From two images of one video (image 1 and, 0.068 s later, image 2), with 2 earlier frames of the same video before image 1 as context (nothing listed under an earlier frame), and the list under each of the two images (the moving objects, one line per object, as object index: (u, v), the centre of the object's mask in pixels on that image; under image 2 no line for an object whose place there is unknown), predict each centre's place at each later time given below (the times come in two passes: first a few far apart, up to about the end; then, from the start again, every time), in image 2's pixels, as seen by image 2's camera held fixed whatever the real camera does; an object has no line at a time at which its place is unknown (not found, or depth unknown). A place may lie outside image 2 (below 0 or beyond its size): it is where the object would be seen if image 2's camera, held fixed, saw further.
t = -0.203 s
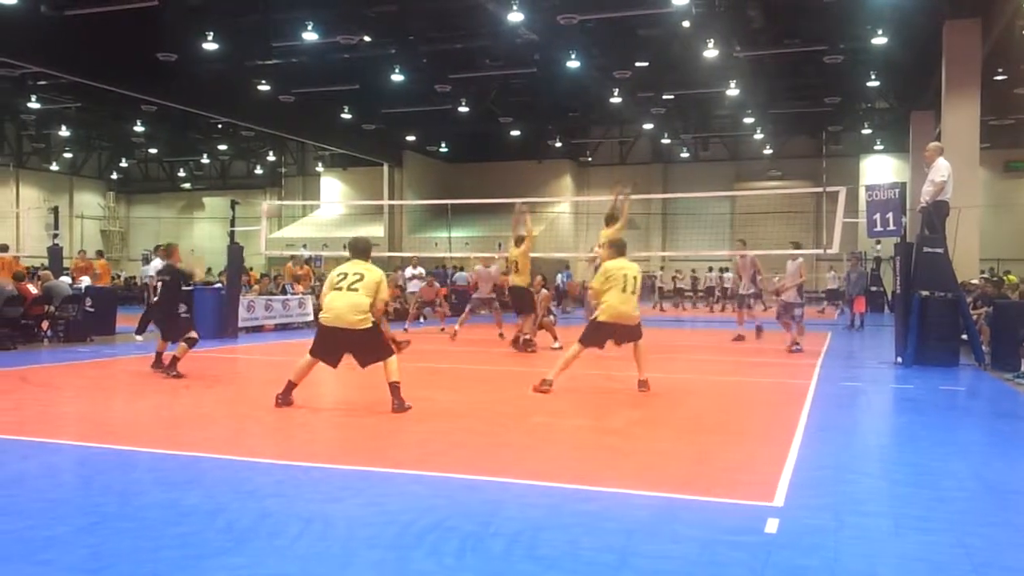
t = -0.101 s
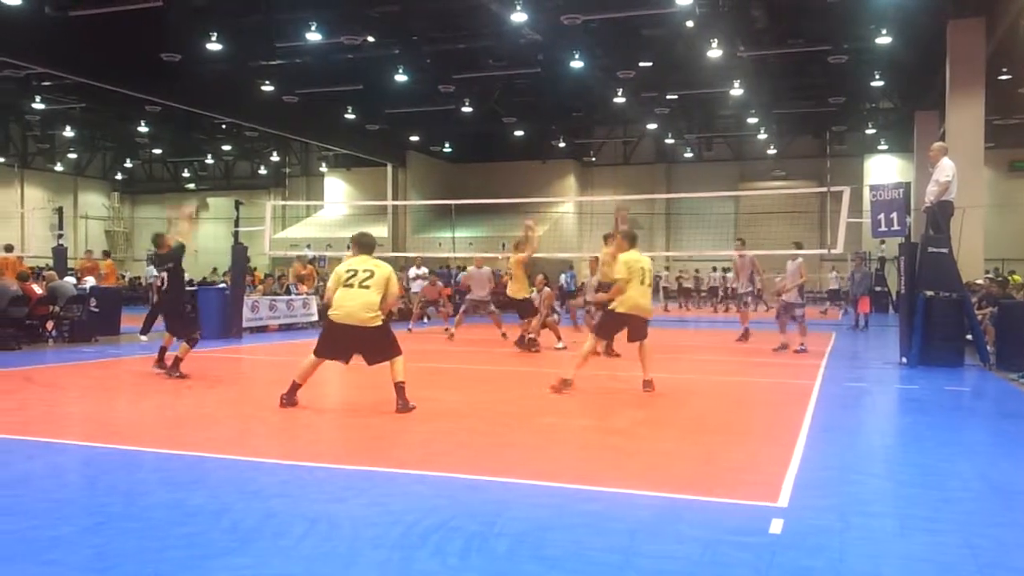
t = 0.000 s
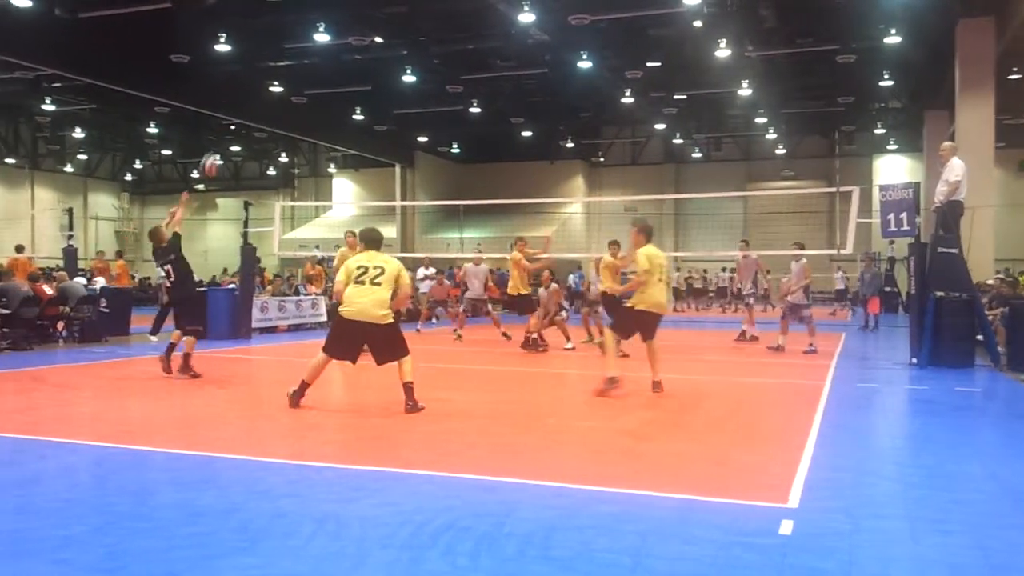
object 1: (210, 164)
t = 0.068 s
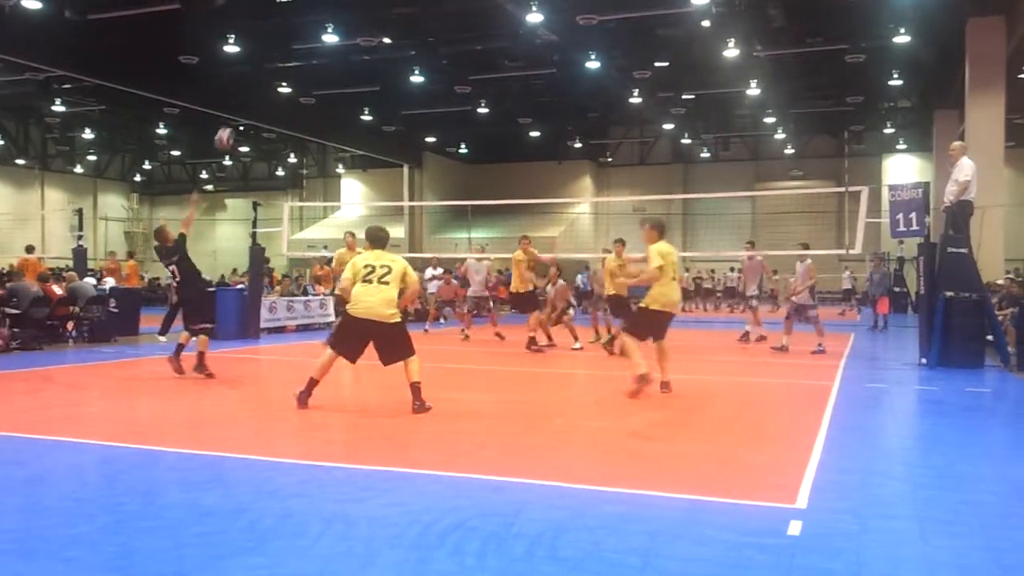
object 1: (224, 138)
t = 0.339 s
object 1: (248, 74)
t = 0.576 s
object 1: (268, 66)
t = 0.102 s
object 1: (228, 127)
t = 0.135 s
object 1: (231, 116)
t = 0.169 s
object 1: (233, 106)
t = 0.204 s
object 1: (237, 98)
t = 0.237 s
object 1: (240, 90)
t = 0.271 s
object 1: (243, 84)
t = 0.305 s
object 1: (245, 78)
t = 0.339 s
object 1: (248, 74)
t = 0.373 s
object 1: (251, 70)
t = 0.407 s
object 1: (254, 67)
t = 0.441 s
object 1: (257, 65)
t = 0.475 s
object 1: (260, 64)
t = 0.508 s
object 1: (262, 64)
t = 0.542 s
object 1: (265, 65)
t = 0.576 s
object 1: (268, 66)
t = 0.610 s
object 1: (271, 69)
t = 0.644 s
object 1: (273, 72)
